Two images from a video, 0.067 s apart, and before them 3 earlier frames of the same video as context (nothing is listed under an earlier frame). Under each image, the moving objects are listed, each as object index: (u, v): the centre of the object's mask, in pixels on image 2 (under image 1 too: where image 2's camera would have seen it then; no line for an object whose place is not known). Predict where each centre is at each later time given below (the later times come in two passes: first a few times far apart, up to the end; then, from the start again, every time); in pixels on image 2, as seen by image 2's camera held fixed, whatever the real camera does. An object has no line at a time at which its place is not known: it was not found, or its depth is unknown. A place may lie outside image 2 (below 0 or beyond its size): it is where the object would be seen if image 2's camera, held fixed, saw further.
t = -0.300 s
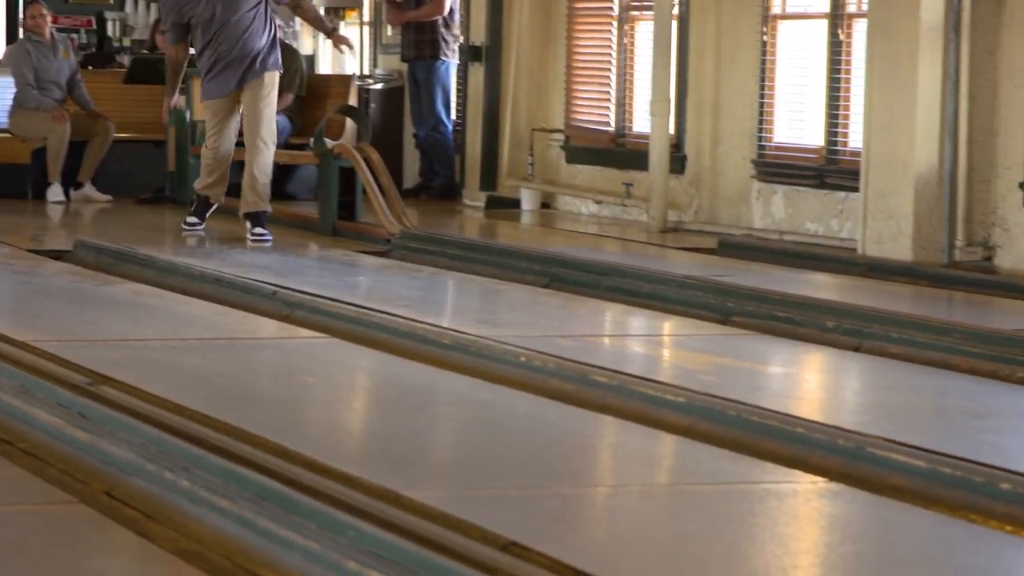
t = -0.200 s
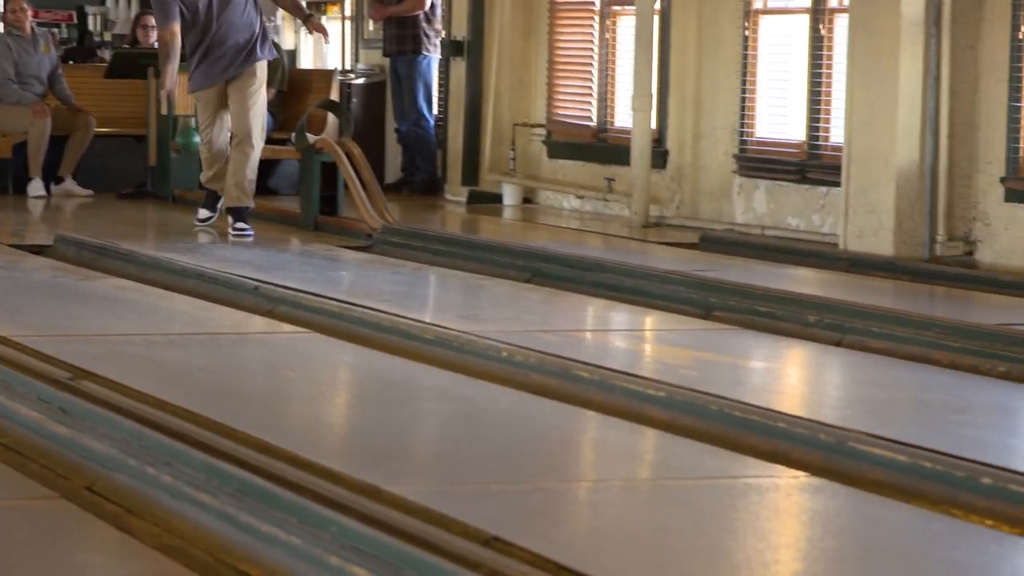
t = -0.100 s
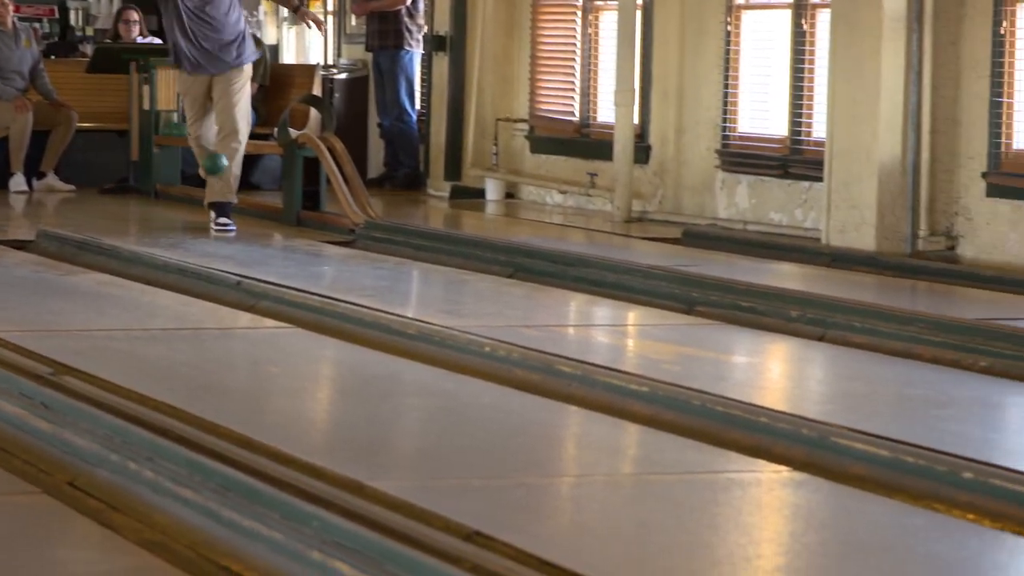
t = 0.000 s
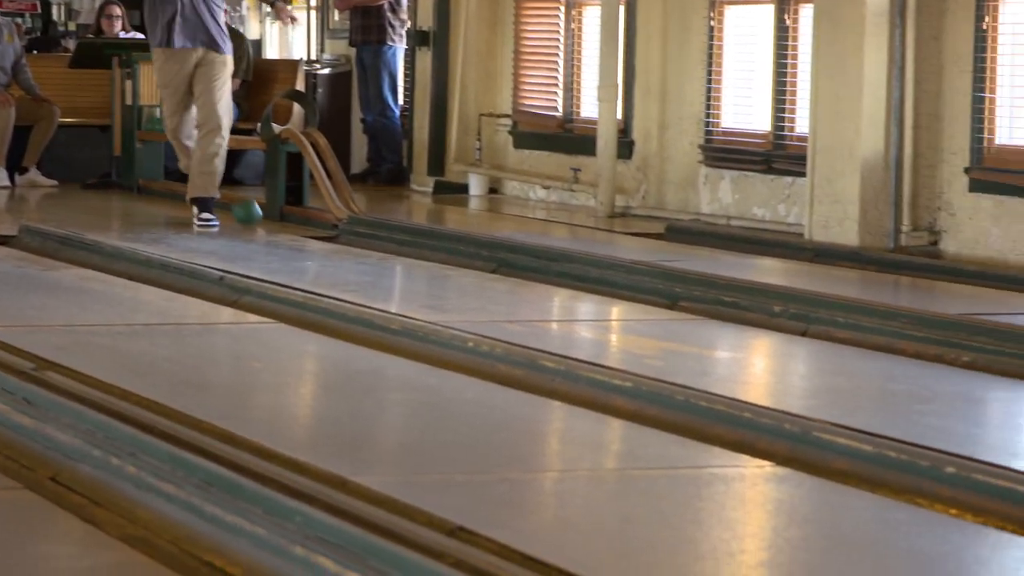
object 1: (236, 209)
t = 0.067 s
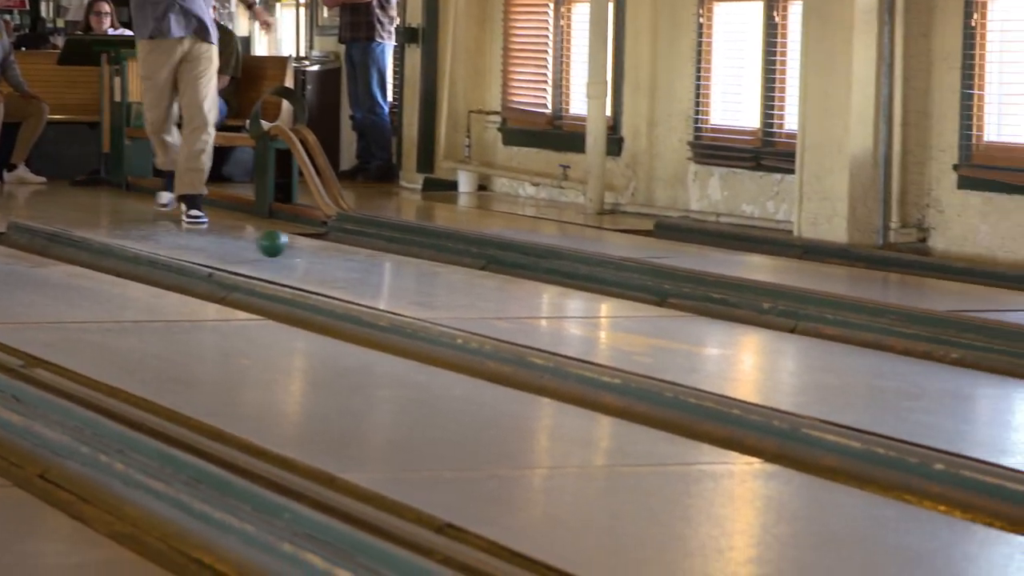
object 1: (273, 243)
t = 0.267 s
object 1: (403, 278)
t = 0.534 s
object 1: (645, 335)
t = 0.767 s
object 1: (963, 409)
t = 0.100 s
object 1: (292, 246)
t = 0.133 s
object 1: (313, 251)
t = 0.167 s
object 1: (334, 259)
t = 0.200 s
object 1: (356, 265)
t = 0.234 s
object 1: (378, 271)
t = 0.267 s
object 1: (403, 278)
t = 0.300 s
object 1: (428, 284)
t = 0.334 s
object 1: (455, 291)
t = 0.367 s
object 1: (482, 297)
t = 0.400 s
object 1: (512, 304)
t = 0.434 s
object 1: (542, 311)
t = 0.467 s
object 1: (573, 319)
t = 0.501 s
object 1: (609, 327)
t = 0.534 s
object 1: (645, 335)
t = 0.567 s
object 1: (681, 345)
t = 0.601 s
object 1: (721, 354)
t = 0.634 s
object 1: (765, 364)
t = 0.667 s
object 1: (812, 374)
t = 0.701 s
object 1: (860, 386)
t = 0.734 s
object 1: (911, 396)
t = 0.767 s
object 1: (963, 409)
